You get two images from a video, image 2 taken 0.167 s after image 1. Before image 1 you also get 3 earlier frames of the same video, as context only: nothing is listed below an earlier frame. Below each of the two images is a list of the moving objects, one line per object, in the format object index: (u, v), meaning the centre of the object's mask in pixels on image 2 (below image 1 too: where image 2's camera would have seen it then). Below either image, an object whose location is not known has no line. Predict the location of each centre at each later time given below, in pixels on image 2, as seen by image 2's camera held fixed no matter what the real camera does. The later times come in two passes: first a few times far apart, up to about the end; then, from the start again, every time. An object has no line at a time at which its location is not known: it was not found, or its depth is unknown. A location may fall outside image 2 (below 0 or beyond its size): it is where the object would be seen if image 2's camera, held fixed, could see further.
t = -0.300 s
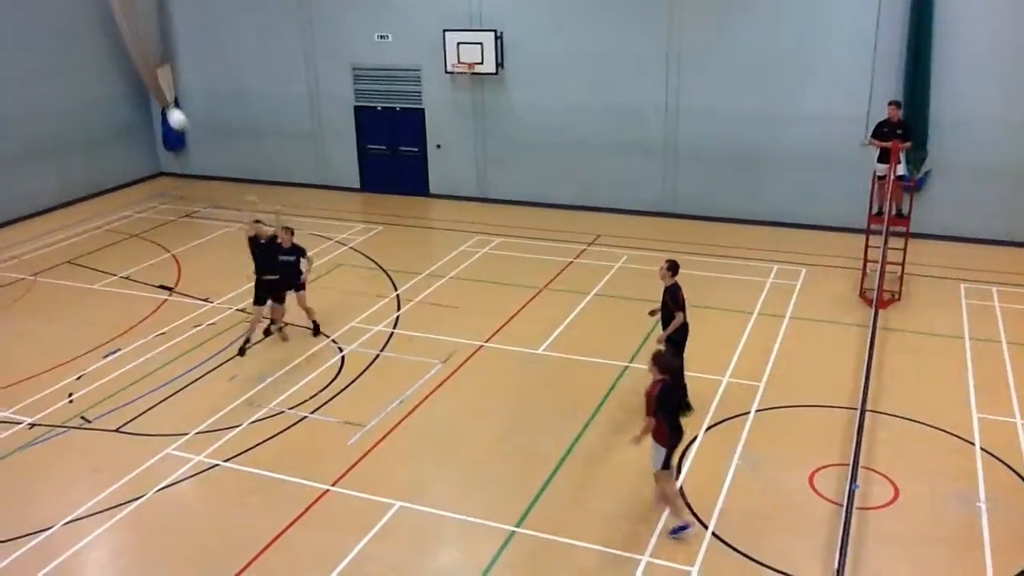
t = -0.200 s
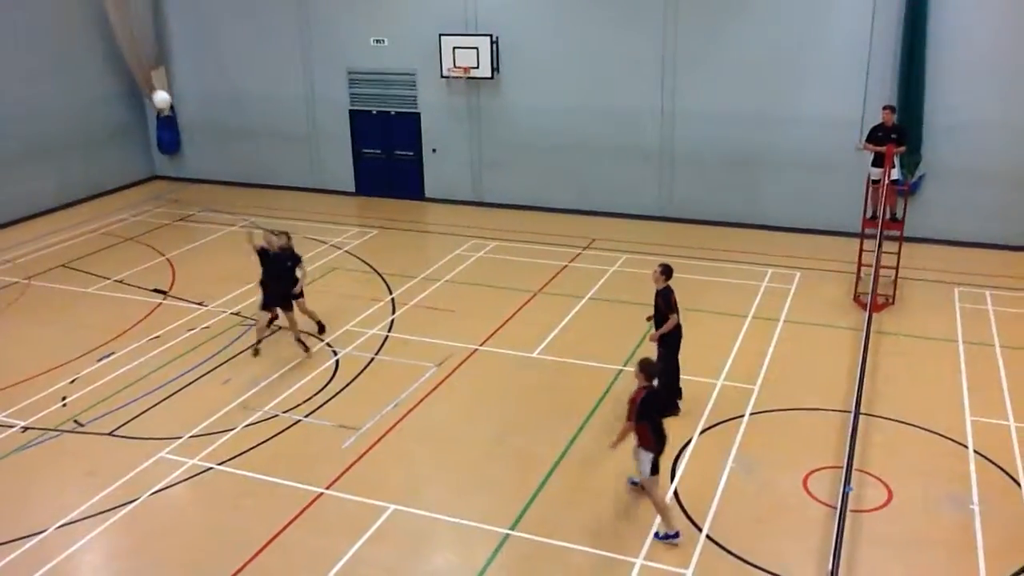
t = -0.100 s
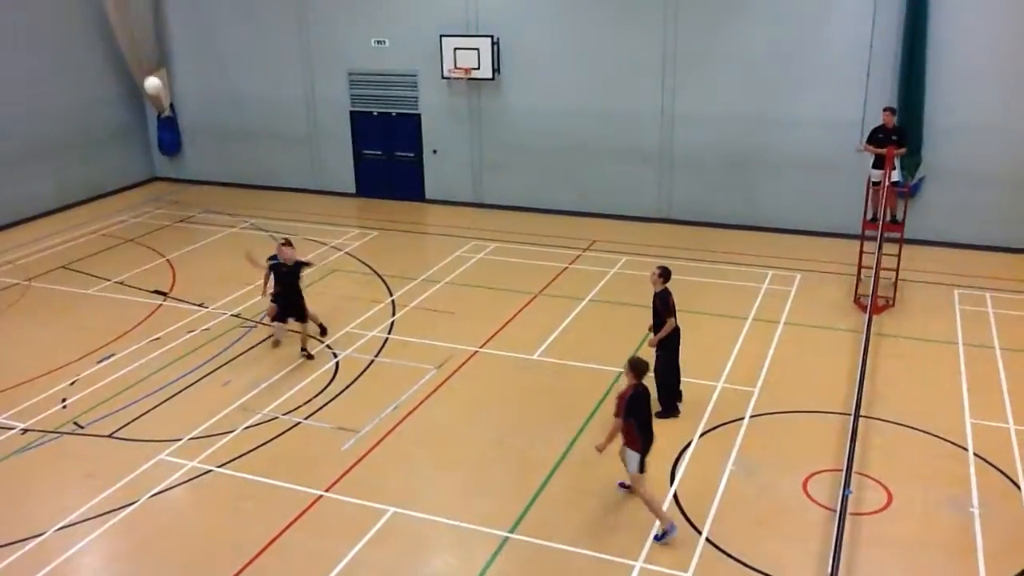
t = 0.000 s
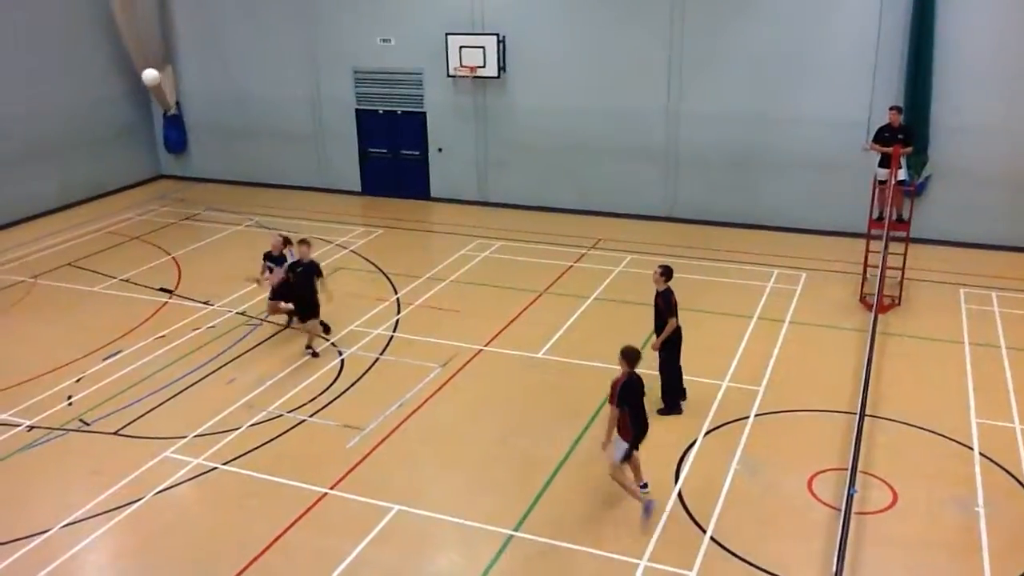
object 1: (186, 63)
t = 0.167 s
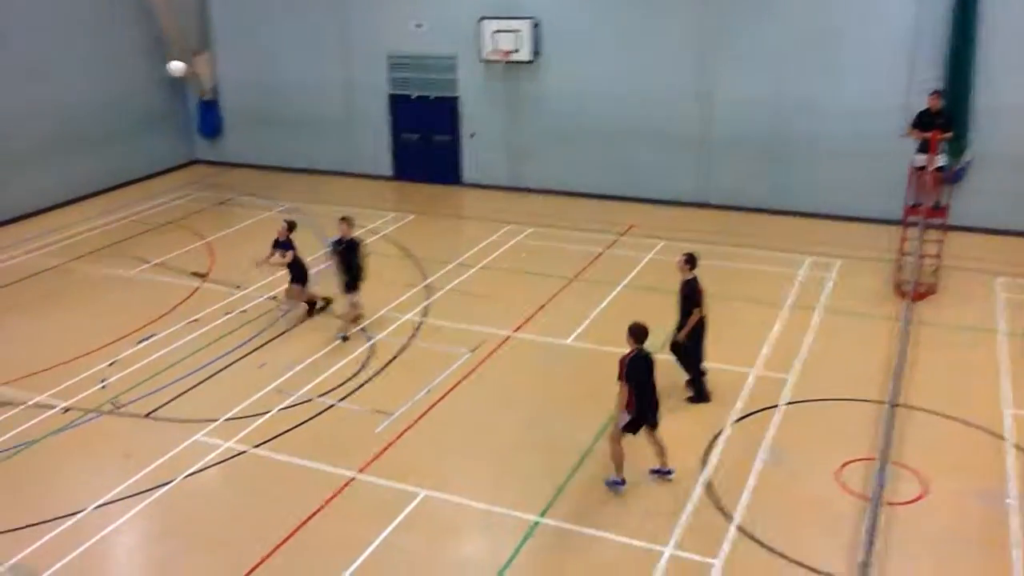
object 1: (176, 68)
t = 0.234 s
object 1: (174, 77)
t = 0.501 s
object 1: (168, 139)
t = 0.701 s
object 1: (169, 209)
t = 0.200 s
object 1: (175, 72)
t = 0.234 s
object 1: (174, 77)
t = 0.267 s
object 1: (172, 82)
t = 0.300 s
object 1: (171, 88)
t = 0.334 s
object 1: (170, 95)
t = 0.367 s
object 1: (169, 102)
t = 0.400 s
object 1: (169, 111)
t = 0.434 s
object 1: (168, 120)
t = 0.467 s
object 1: (168, 129)
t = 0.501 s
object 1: (168, 139)
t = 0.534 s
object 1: (168, 149)
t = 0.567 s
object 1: (168, 161)
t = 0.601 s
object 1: (168, 170)
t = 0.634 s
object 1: (169, 183)
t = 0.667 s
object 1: (168, 195)
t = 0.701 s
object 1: (169, 209)
